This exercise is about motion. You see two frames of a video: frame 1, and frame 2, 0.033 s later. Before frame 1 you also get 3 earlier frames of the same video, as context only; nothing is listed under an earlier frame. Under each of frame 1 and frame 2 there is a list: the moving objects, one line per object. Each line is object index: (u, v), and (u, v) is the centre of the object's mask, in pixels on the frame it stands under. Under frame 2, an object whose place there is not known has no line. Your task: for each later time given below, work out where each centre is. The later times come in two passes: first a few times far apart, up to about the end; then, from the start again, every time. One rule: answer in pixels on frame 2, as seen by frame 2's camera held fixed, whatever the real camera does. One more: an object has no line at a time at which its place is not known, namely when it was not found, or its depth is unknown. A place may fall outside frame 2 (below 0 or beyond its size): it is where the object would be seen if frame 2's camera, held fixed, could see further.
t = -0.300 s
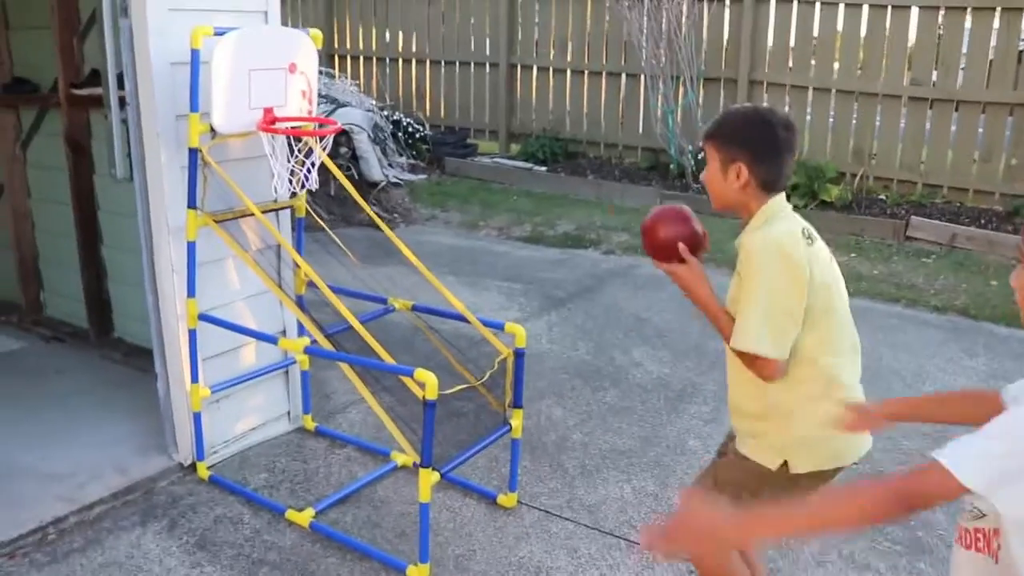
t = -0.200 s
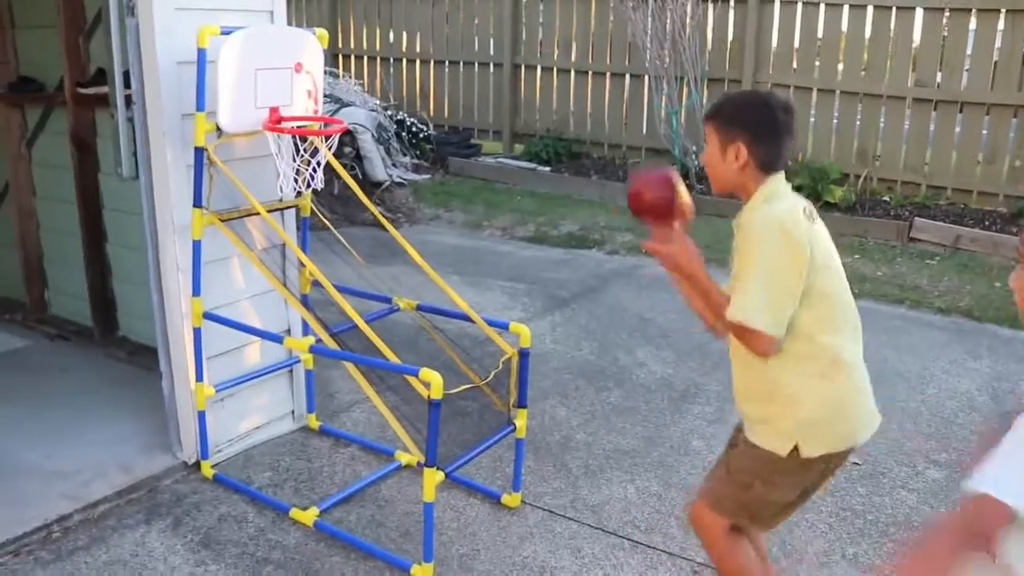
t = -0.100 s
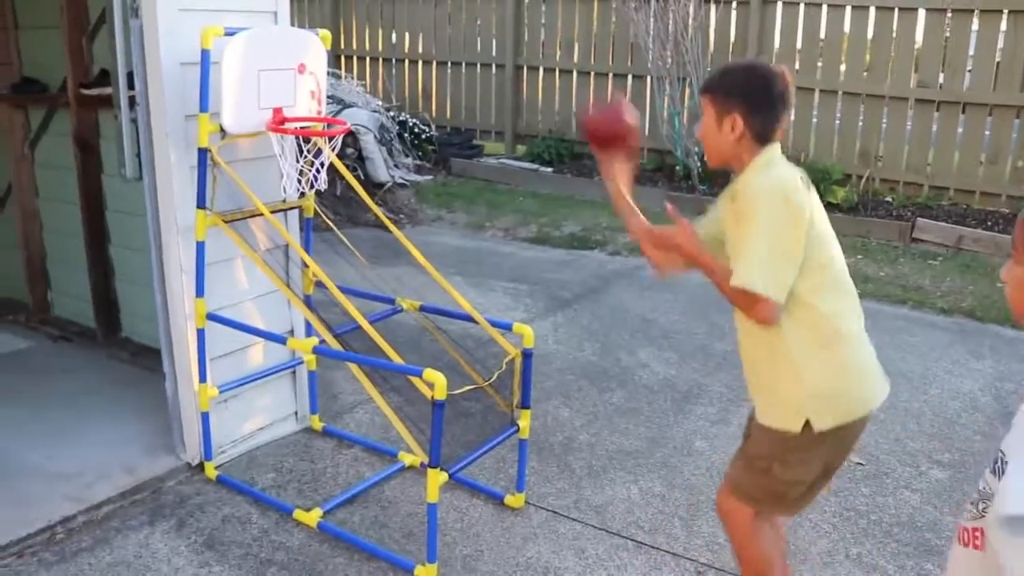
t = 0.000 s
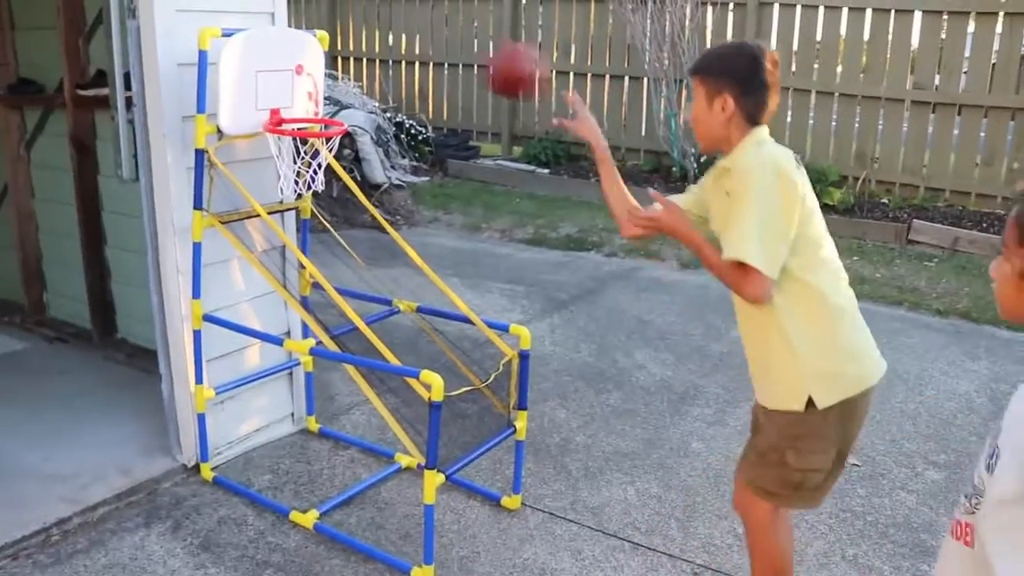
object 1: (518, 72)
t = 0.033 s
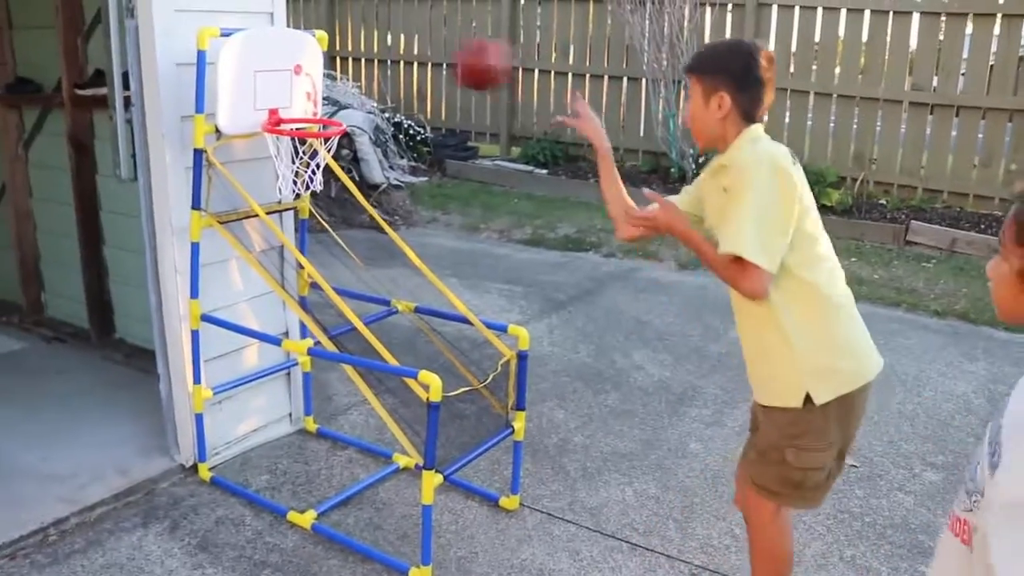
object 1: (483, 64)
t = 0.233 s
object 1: (323, 110)
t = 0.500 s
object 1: (283, 211)
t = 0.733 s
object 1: (391, 308)
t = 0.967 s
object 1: (474, 393)
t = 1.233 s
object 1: (427, 406)
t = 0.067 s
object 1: (453, 62)
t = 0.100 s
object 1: (426, 62)
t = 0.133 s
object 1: (398, 71)
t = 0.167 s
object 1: (375, 78)
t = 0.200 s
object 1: (346, 94)
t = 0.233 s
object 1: (323, 110)
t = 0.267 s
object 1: (306, 124)
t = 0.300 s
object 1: (281, 147)
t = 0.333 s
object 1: (277, 157)
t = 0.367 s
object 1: (272, 161)
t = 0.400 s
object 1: (267, 167)
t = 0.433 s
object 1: (268, 178)
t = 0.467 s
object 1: (274, 195)
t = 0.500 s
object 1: (283, 211)
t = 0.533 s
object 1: (297, 228)
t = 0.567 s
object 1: (308, 237)
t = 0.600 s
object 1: (321, 247)
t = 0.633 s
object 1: (336, 261)
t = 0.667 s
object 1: (353, 277)
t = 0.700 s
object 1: (370, 297)
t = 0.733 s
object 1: (391, 308)
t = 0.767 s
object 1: (411, 321)
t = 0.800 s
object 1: (431, 334)
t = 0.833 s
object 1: (454, 354)
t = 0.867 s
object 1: (477, 378)
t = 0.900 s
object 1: (493, 392)
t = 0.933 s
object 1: (489, 390)
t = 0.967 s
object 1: (474, 393)
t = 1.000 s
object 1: (462, 400)
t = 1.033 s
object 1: (454, 411)
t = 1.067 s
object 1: (439, 415)
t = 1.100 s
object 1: (439, 413)
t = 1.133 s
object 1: (431, 408)
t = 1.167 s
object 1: (430, 405)
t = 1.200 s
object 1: (428, 405)
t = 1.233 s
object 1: (427, 406)
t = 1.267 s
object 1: (426, 410)
